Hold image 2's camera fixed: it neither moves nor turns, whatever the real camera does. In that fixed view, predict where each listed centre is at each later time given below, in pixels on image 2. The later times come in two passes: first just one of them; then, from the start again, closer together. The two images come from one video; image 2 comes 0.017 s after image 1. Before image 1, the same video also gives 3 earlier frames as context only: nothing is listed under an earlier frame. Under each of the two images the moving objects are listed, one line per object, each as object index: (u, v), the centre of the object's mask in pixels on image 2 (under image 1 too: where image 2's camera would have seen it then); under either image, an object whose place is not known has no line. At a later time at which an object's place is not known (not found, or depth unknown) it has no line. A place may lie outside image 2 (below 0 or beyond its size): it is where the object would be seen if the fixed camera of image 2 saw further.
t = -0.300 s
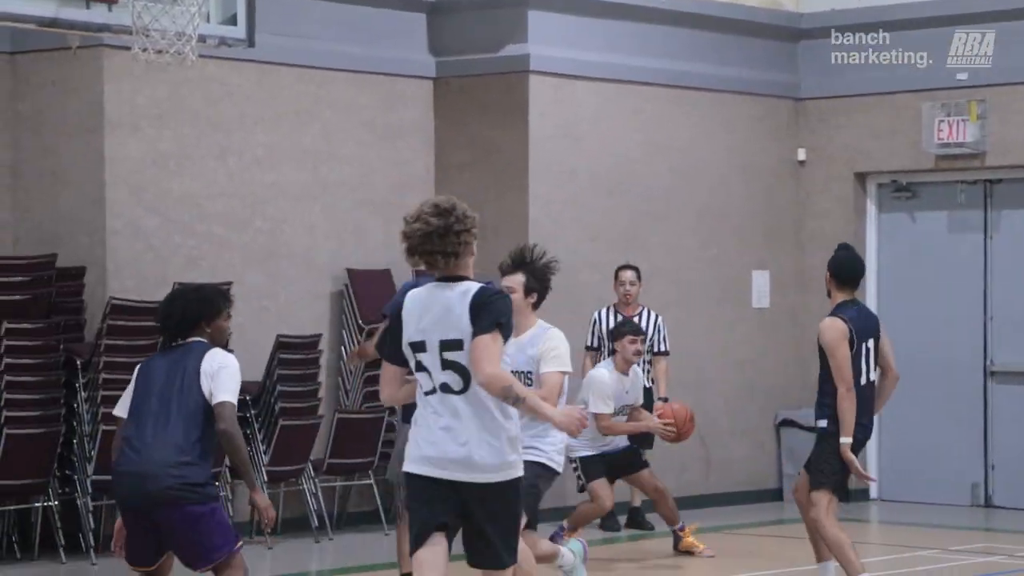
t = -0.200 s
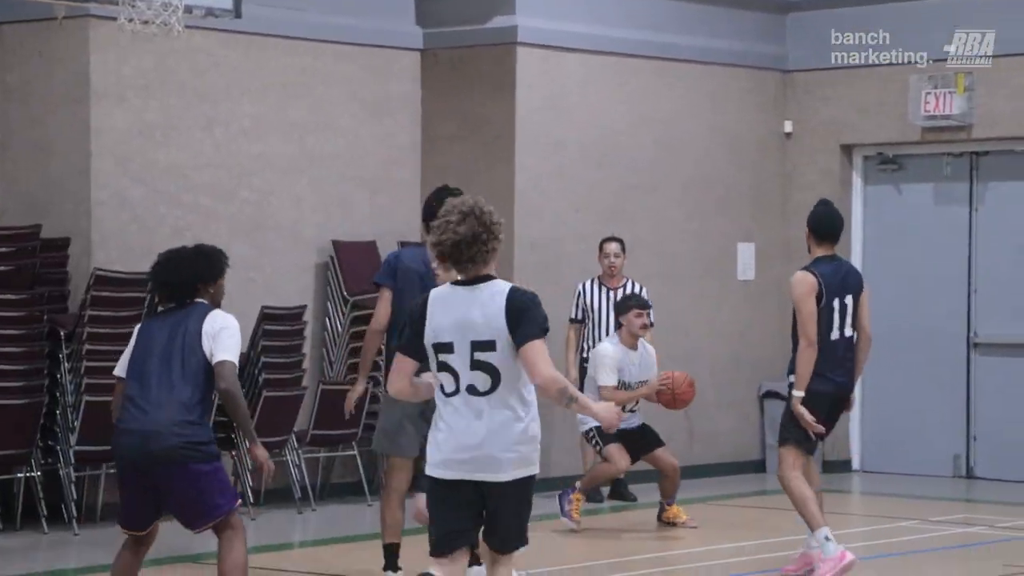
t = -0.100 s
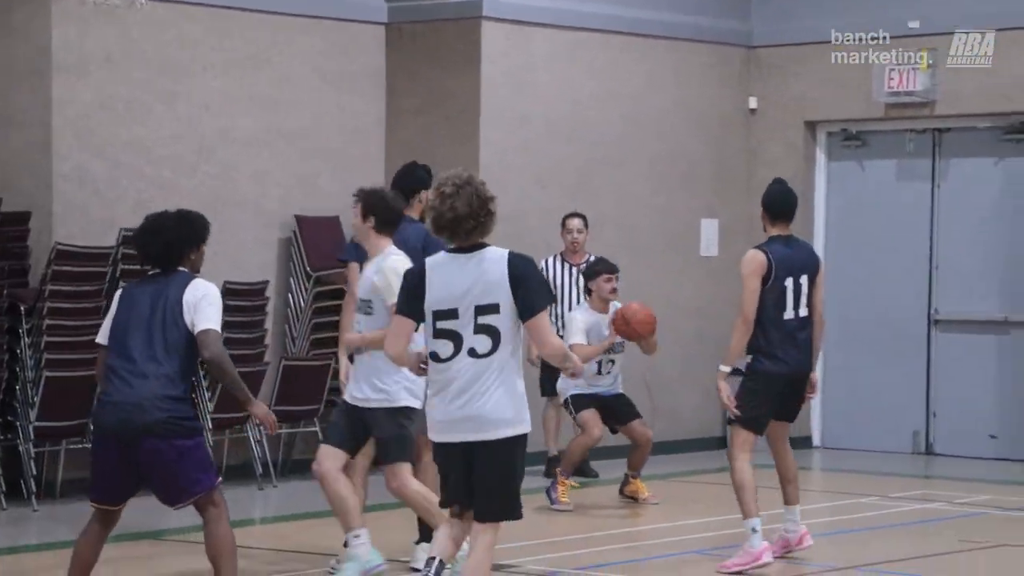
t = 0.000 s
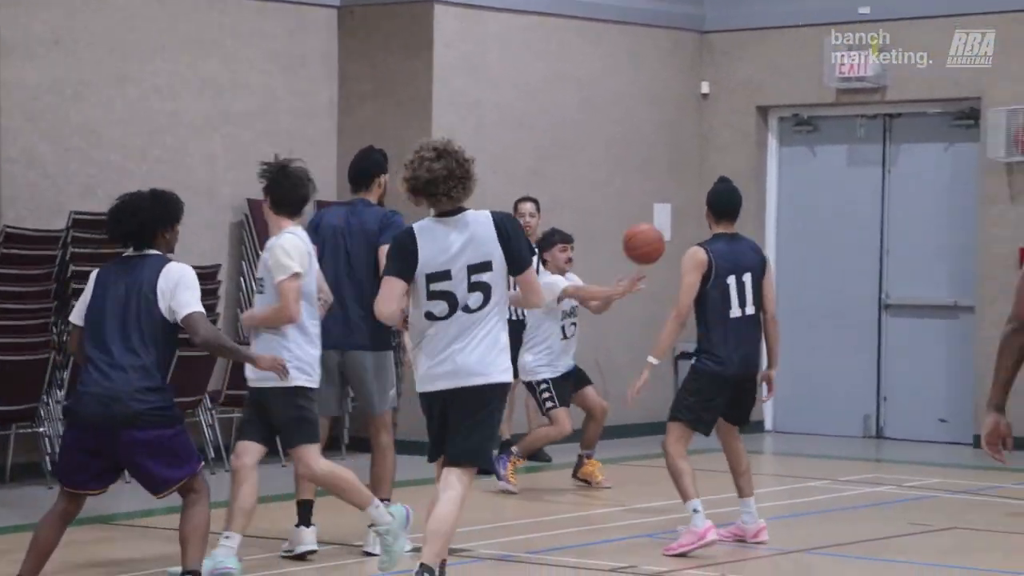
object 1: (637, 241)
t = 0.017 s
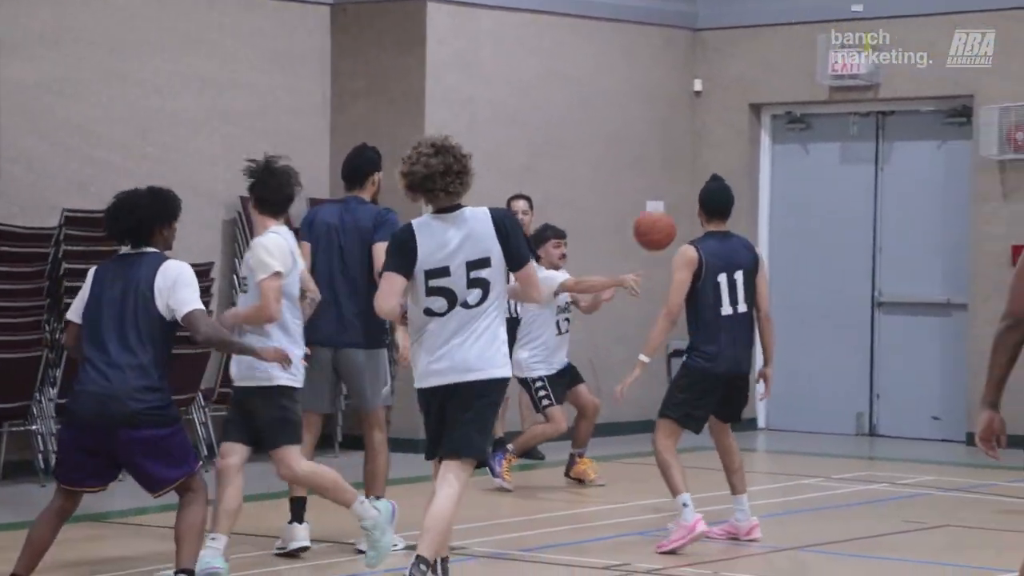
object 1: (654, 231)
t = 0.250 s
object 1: (925, 106)
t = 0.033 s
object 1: (673, 219)
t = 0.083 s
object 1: (736, 185)
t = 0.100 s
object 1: (746, 177)
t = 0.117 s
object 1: (765, 168)
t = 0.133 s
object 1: (785, 159)
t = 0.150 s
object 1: (804, 150)
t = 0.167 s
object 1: (824, 141)
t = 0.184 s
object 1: (843, 134)
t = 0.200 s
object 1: (863, 126)
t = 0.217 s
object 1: (884, 118)
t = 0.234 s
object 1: (904, 111)
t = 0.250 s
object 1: (925, 106)
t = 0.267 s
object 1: (947, 99)
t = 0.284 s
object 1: (968, 93)
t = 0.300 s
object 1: (989, 87)
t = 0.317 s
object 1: (1011, 82)
